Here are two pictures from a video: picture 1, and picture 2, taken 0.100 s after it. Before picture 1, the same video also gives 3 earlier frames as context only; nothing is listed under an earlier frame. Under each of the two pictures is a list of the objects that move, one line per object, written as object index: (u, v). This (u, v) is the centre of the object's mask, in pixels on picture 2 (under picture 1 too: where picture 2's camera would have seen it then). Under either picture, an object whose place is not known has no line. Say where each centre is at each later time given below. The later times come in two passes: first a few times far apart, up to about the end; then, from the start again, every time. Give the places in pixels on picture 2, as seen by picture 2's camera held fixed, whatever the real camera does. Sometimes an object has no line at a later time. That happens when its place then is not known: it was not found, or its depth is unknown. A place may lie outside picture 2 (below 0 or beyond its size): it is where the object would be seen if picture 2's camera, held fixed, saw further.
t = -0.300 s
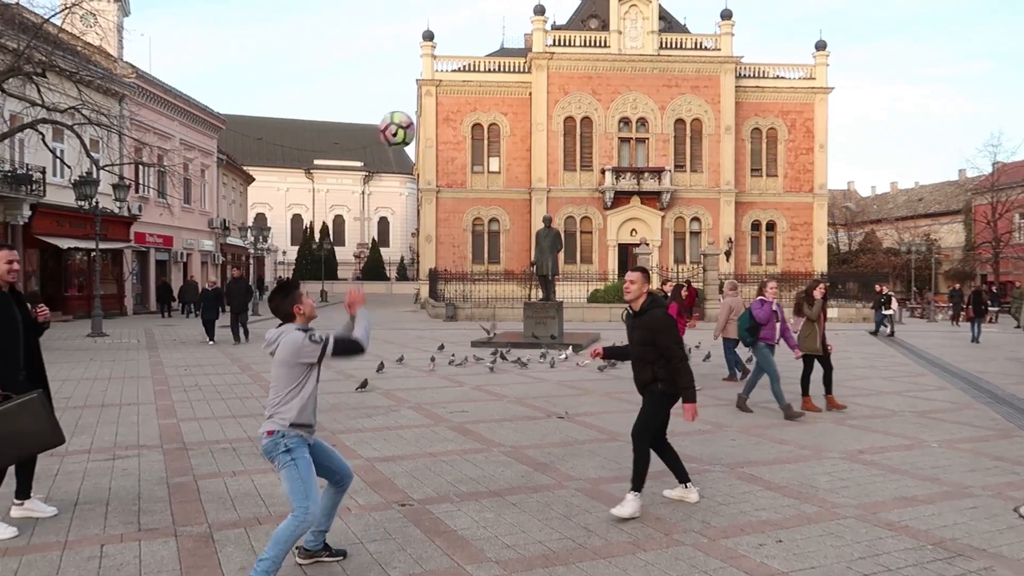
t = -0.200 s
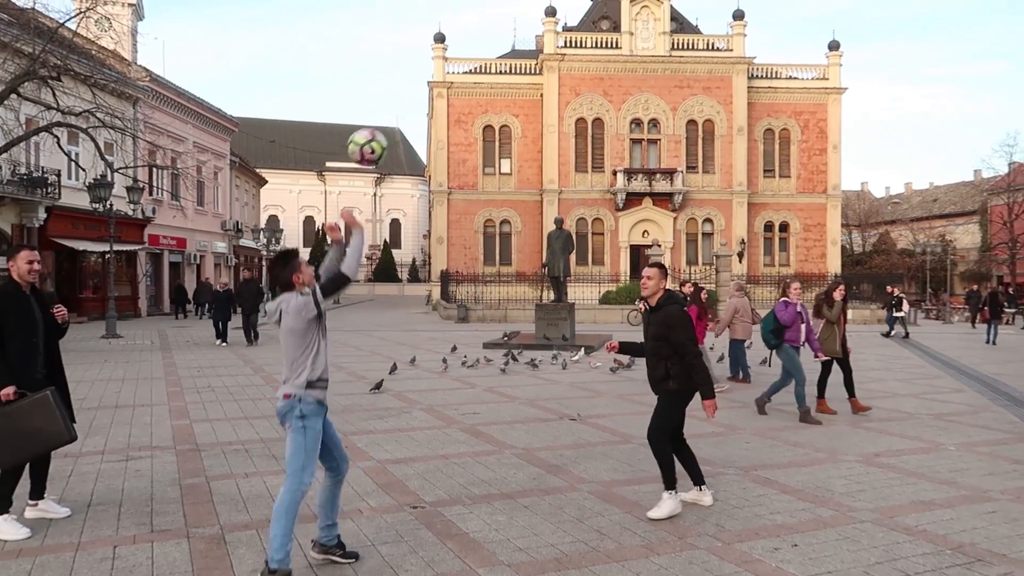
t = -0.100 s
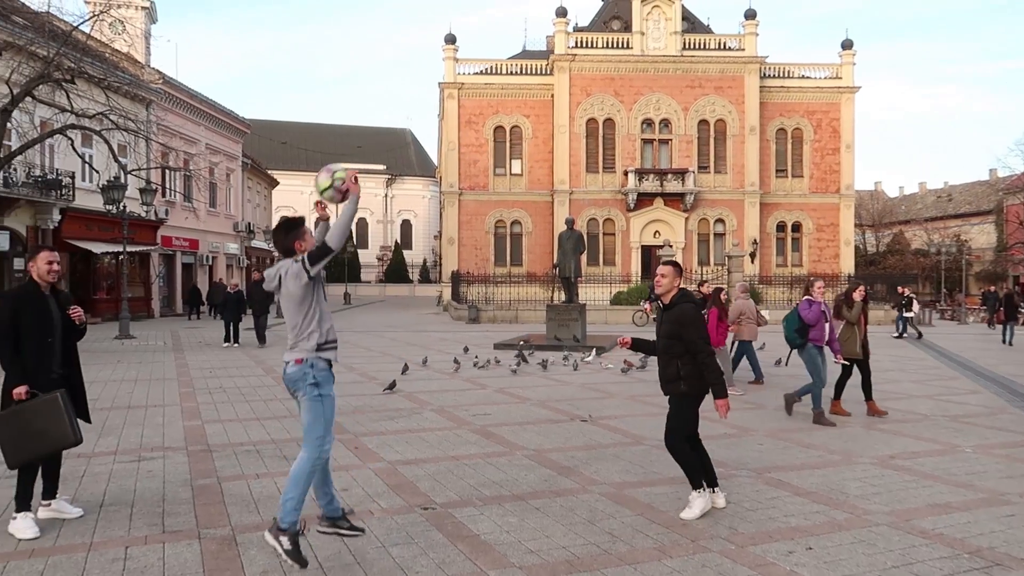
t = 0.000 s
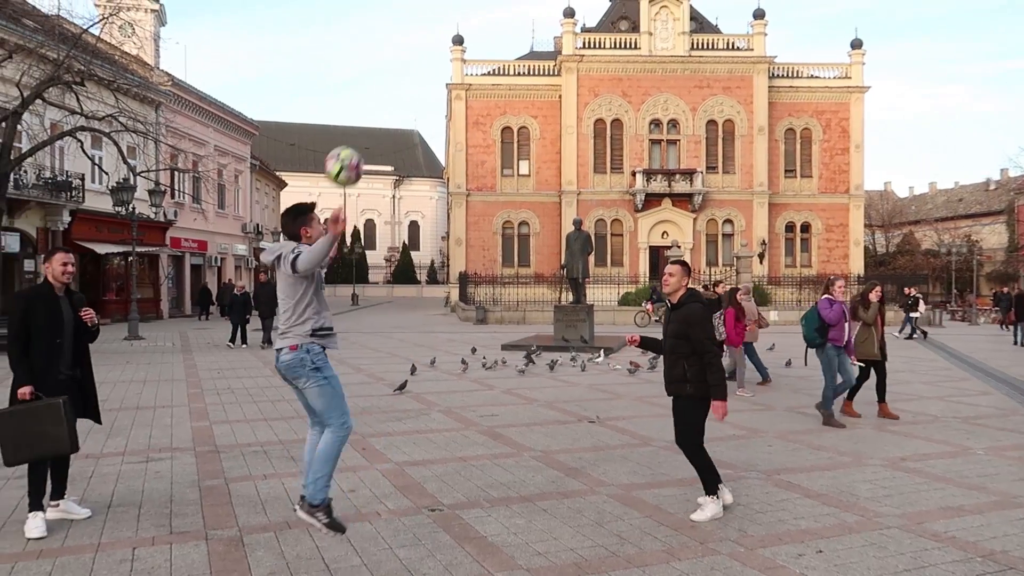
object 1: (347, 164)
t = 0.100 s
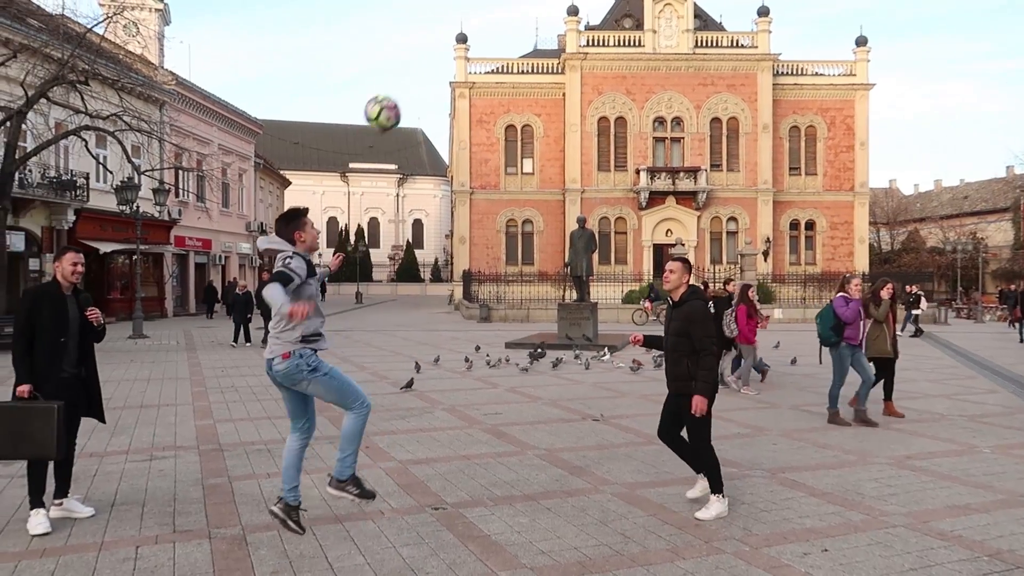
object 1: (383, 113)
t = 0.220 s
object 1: (423, 75)
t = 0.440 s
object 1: (489, 68)
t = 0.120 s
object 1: (389, 105)
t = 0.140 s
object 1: (396, 97)
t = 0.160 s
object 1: (403, 91)
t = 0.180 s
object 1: (410, 85)
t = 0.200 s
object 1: (416, 80)
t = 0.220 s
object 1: (423, 75)
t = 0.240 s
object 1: (429, 71)
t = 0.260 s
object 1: (436, 68)
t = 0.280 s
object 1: (442, 65)
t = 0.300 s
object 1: (448, 64)
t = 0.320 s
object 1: (454, 62)
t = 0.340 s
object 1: (460, 62)
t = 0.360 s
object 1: (466, 62)
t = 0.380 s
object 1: (472, 62)
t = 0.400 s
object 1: (478, 64)
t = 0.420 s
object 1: (484, 66)
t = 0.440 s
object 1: (489, 68)
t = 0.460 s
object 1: (495, 71)
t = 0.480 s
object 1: (500, 75)
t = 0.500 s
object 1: (505, 79)
